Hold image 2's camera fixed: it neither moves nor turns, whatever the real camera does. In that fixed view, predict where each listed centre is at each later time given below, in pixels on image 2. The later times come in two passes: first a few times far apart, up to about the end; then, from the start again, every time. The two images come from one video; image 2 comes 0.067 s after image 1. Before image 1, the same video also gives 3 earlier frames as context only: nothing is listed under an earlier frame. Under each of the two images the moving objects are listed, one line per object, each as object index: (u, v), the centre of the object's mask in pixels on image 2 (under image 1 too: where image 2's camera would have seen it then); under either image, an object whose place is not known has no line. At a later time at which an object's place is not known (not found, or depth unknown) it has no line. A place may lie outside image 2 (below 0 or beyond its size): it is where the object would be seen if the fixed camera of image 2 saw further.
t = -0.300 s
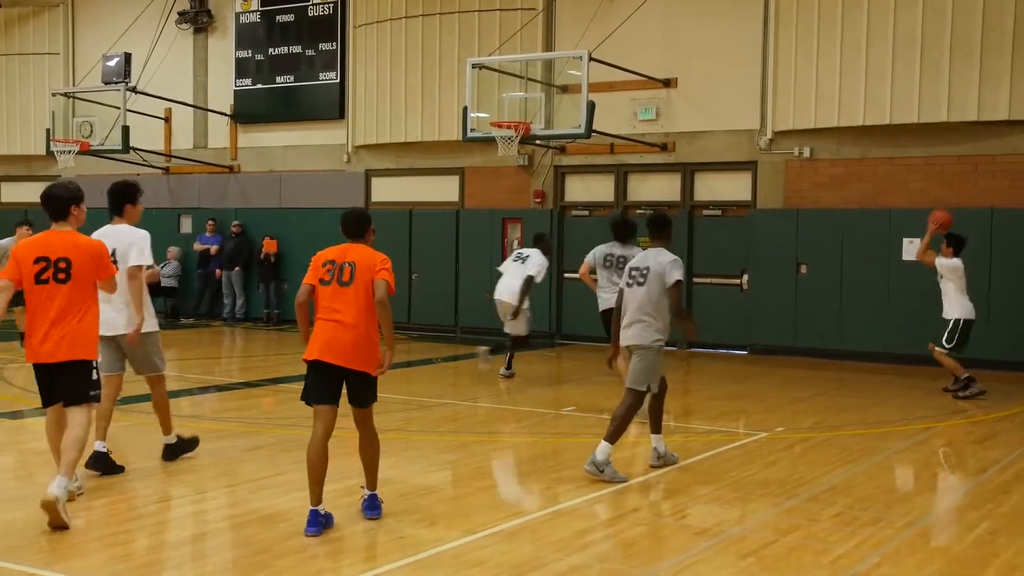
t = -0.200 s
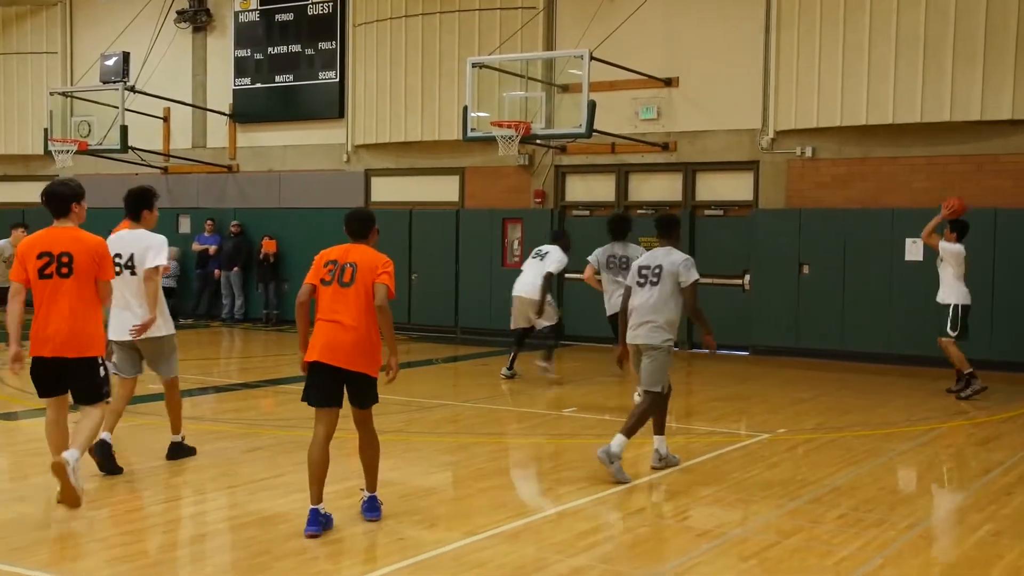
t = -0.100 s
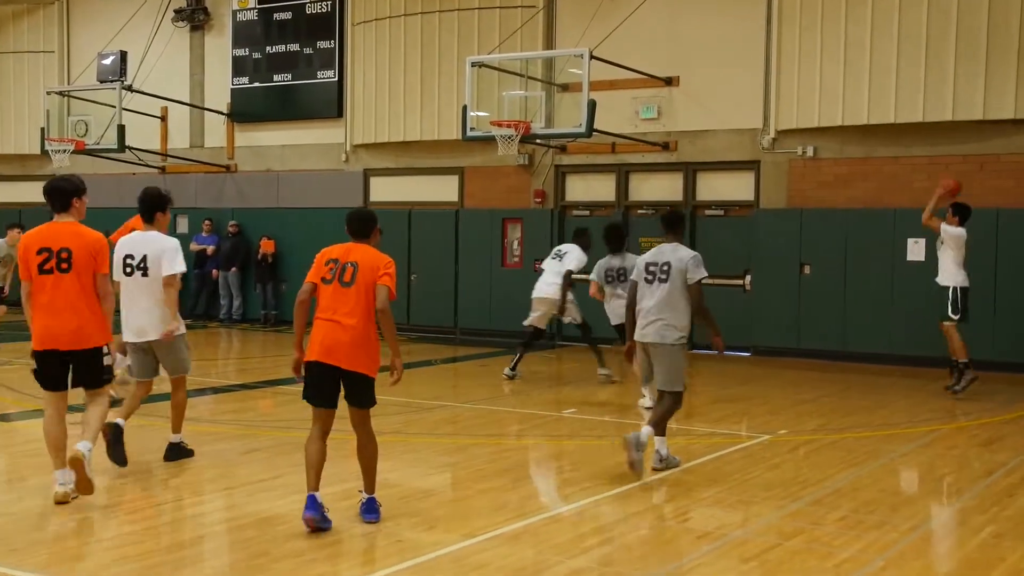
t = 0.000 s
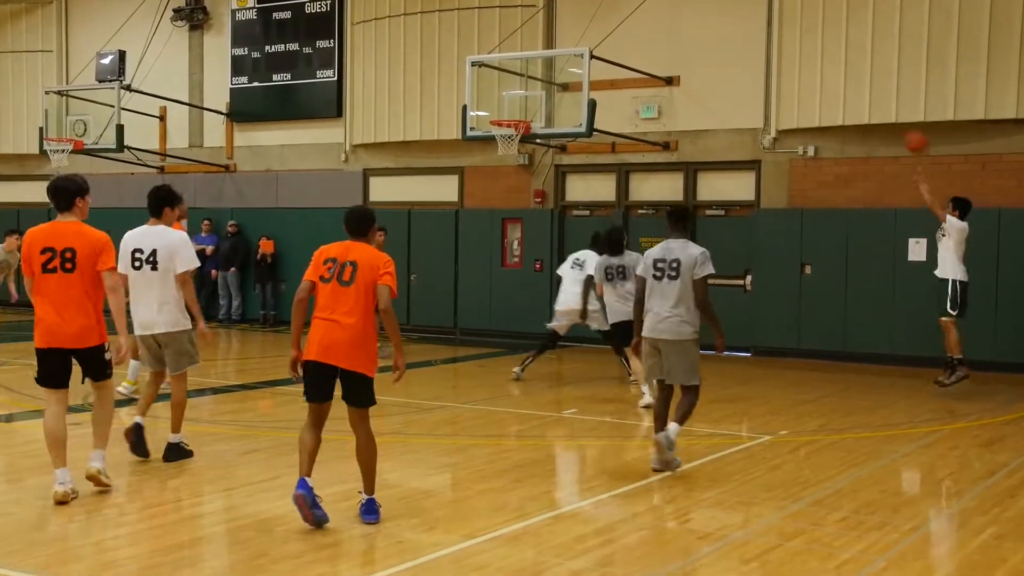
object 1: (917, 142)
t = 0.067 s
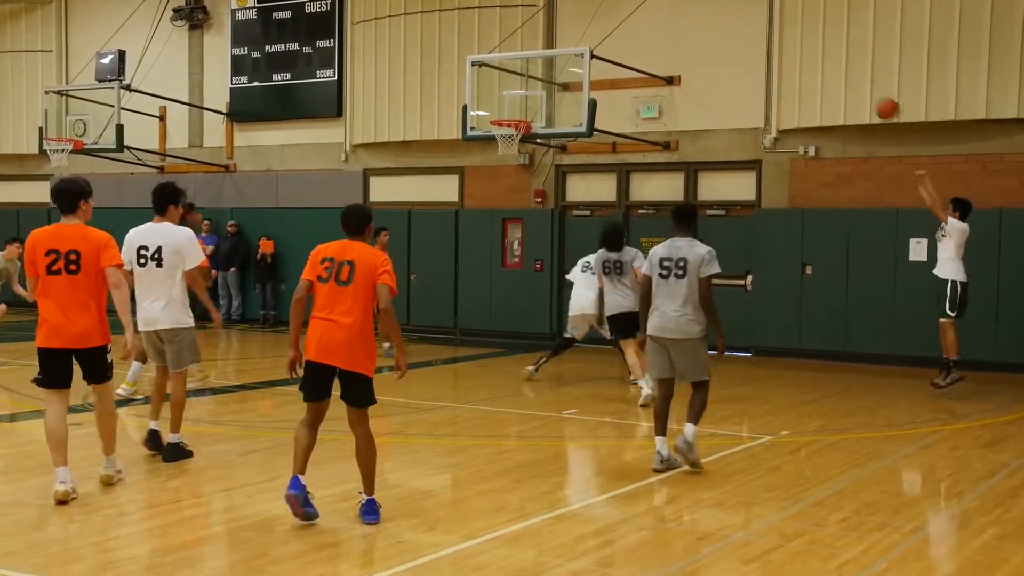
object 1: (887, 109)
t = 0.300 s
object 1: (785, 32)
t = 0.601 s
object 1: (665, 10)
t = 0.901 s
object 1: (558, 63)
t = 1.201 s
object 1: (494, 149)
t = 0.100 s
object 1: (872, 95)
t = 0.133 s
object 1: (857, 81)
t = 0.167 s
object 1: (842, 70)
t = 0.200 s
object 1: (827, 58)
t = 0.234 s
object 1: (813, 49)
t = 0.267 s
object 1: (799, 40)
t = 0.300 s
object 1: (785, 32)
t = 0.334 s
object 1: (770, 25)
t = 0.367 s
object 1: (757, 20)
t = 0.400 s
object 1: (743, 16)
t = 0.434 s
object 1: (730, 12)
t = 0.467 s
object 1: (716, 10)
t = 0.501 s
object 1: (703, 9)
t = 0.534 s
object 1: (691, 9)
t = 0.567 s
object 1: (678, 9)
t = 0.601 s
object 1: (665, 10)
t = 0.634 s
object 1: (653, 12)
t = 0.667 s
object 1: (641, 16)
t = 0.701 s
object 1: (628, 20)
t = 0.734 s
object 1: (616, 25)
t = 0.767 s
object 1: (605, 30)
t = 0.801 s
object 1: (593, 37)
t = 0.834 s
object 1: (582, 45)
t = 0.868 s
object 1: (571, 53)
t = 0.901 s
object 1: (558, 63)
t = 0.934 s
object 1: (548, 72)
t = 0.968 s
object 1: (538, 82)
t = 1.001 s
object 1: (526, 94)
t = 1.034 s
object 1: (515, 106)
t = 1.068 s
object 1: (505, 116)
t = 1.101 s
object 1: (496, 130)
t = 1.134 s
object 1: (493, 138)
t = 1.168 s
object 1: (493, 144)
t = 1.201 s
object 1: (494, 149)
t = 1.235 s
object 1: (495, 156)
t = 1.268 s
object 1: (495, 164)
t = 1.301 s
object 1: (496, 172)
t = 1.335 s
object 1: (497, 181)
